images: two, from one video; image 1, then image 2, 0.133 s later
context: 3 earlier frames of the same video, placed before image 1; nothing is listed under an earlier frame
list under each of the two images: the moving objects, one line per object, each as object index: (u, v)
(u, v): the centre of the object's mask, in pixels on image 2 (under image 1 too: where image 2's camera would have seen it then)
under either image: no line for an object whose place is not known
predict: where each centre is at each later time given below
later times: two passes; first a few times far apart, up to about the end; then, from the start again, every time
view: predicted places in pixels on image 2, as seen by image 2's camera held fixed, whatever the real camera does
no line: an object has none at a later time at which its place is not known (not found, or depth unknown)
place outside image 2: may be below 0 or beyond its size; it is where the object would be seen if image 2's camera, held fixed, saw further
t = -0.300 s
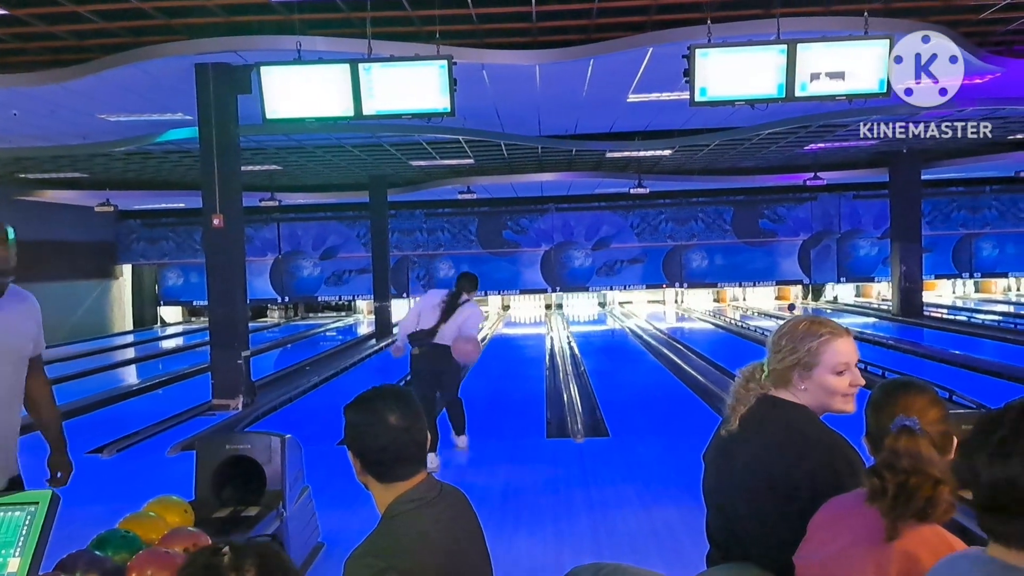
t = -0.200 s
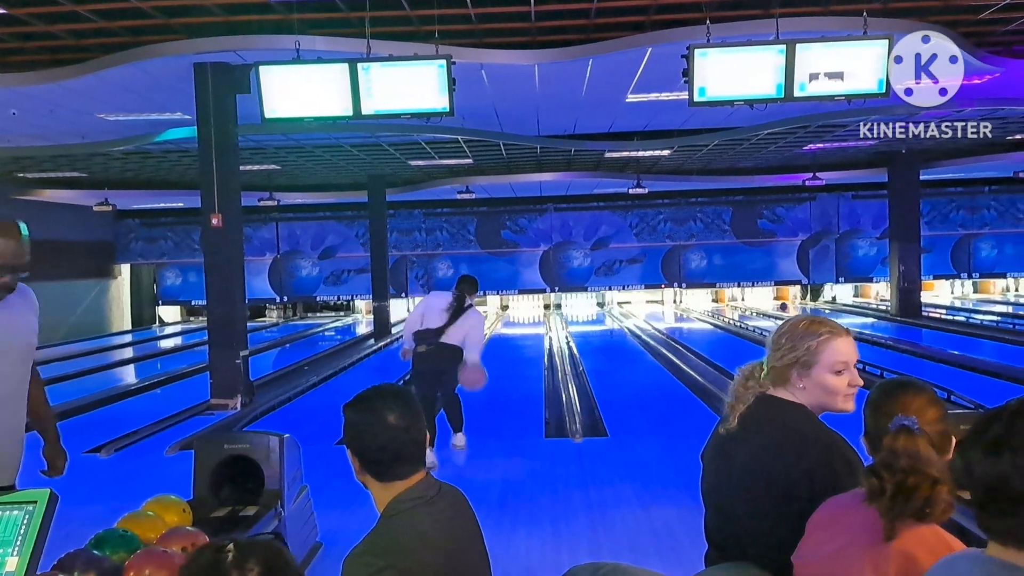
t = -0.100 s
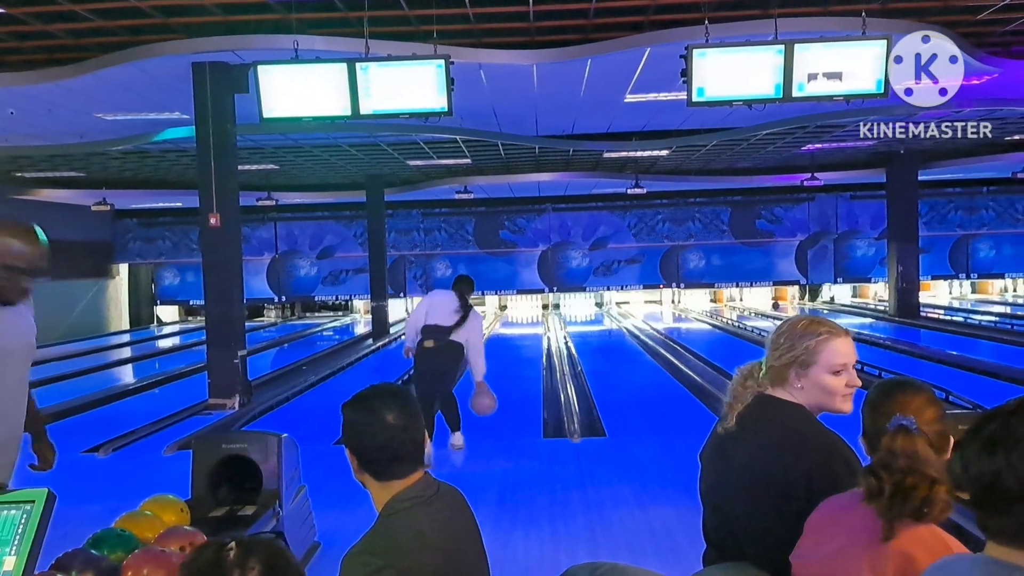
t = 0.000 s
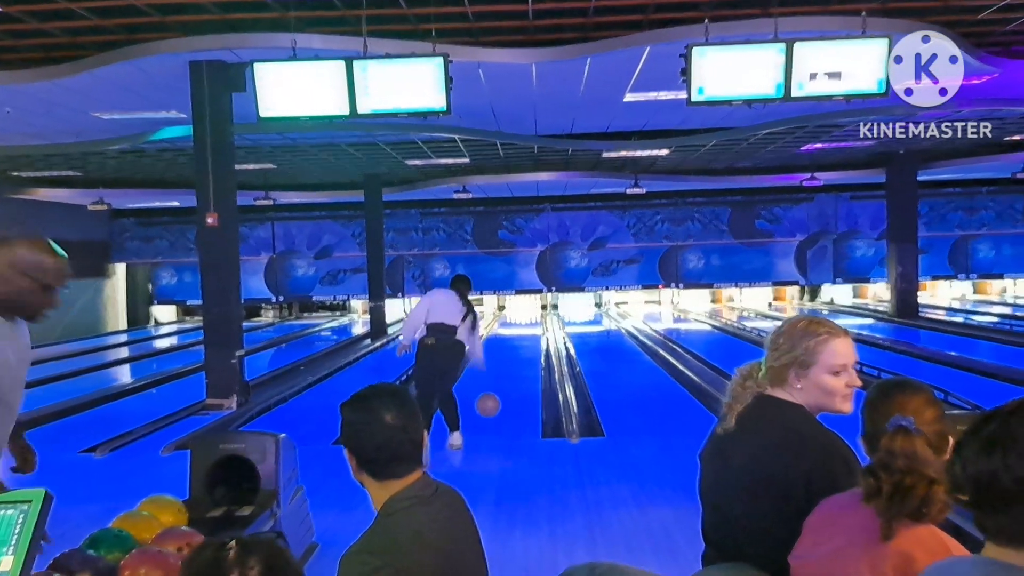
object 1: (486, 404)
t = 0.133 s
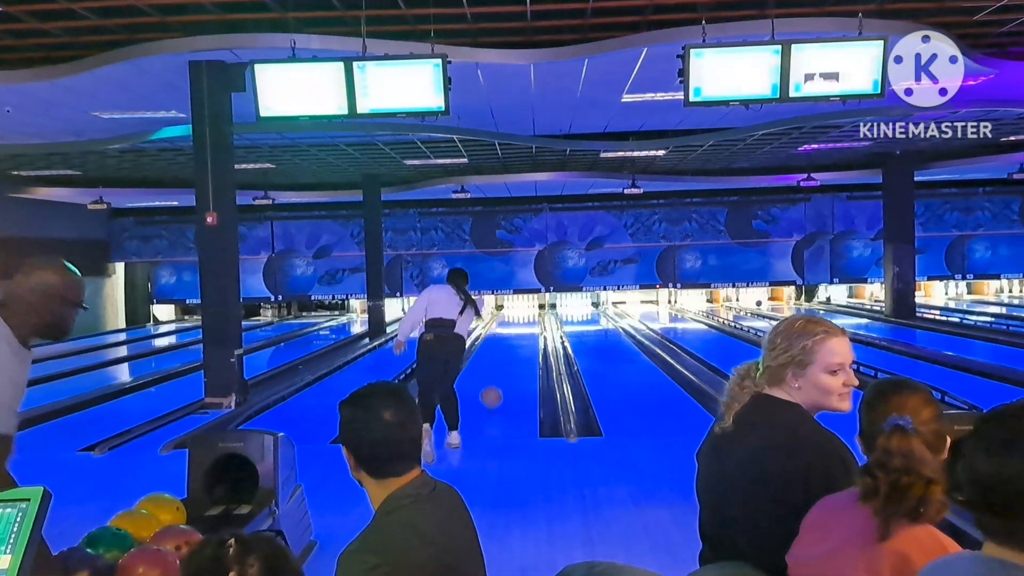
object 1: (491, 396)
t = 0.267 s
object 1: (495, 385)
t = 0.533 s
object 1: (501, 366)
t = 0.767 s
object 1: (504, 352)
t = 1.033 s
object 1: (507, 341)
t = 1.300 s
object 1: (508, 331)
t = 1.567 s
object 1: (510, 325)
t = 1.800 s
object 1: (510, 320)
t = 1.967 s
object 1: (511, 317)
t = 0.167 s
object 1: (492, 392)
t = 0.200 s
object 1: (493, 388)
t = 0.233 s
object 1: (494, 386)
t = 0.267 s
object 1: (495, 385)
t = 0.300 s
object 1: (496, 383)
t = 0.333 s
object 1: (497, 380)
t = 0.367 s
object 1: (498, 378)
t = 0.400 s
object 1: (498, 376)
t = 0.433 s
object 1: (499, 373)
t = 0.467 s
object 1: (500, 370)
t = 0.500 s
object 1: (500, 368)
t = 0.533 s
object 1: (501, 366)
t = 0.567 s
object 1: (501, 364)
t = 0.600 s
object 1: (502, 362)
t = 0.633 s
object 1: (503, 360)
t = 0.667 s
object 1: (503, 357)
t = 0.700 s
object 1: (503, 356)
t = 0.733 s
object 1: (504, 354)
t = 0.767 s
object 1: (504, 352)
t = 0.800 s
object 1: (505, 350)
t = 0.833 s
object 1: (505, 349)
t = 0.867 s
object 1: (505, 347)
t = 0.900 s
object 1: (505, 346)
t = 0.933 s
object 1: (506, 344)
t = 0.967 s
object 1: (506, 343)
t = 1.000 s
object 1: (506, 342)
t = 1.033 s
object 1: (507, 341)
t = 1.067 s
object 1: (507, 339)
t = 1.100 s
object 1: (507, 338)
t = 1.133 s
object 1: (507, 337)
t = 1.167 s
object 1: (507, 336)
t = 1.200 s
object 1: (508, 335)
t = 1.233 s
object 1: (508, 334)
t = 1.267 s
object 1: (508, 333)
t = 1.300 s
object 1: (508, 331)
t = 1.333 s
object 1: (509, 330)
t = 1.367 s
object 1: (509, 329)
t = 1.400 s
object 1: (509, 328)
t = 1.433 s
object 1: (509, 327)
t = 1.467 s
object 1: (509, 326)
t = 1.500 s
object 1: (509, 326)
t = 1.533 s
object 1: (509, 325)
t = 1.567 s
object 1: (510, 325)
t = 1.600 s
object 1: (510, 324)
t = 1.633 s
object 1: (510, 323)
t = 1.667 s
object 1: (510, 322)
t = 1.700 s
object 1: (510, 322)
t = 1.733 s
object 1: (510, 321)
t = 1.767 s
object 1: (511, 320)
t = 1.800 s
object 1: (510, 320)
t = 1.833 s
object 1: (510, 319)
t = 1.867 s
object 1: (510, 318)
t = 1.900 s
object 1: (510, 318)
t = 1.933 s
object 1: (511, 317)
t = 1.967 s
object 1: (511, 317)
